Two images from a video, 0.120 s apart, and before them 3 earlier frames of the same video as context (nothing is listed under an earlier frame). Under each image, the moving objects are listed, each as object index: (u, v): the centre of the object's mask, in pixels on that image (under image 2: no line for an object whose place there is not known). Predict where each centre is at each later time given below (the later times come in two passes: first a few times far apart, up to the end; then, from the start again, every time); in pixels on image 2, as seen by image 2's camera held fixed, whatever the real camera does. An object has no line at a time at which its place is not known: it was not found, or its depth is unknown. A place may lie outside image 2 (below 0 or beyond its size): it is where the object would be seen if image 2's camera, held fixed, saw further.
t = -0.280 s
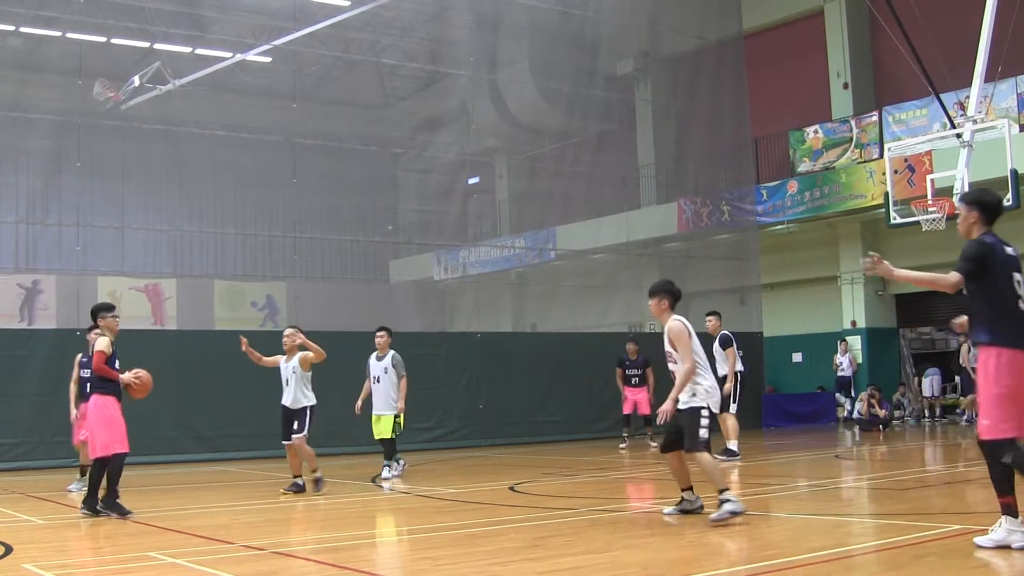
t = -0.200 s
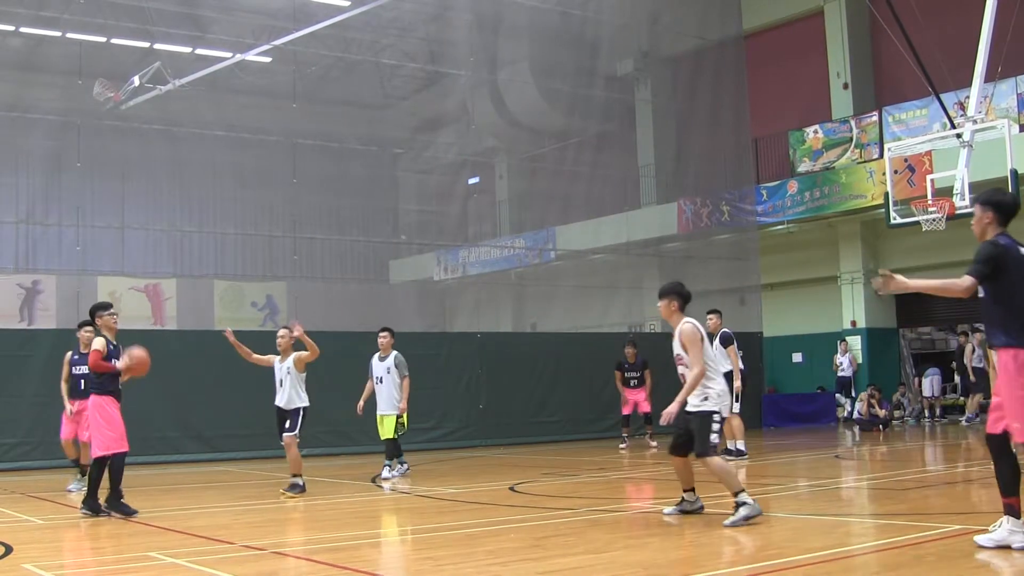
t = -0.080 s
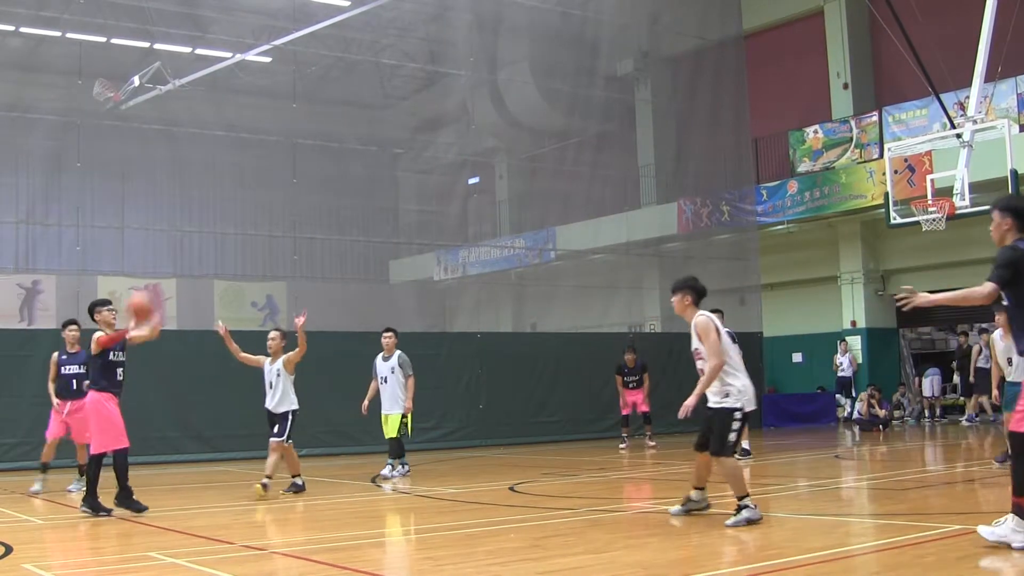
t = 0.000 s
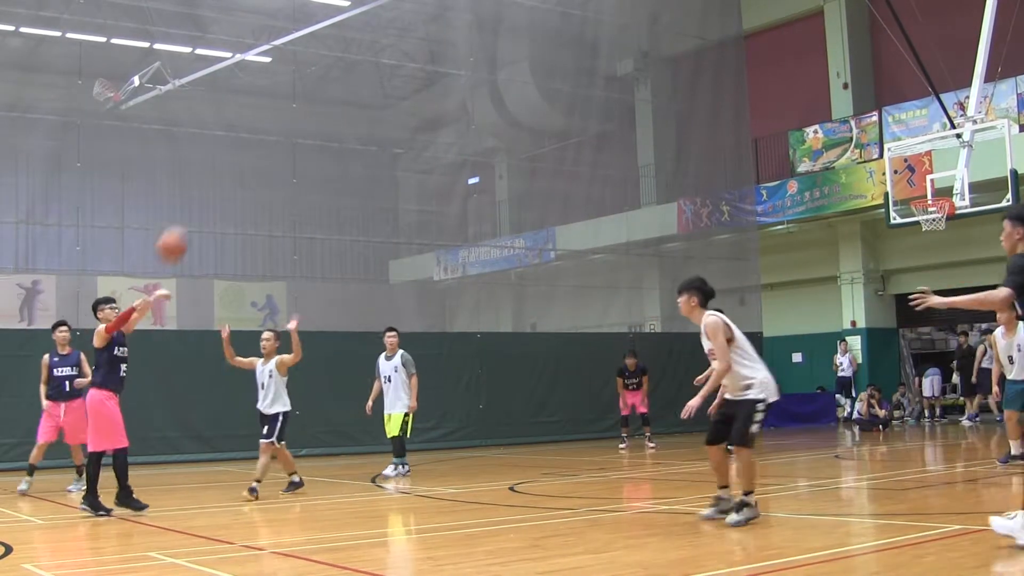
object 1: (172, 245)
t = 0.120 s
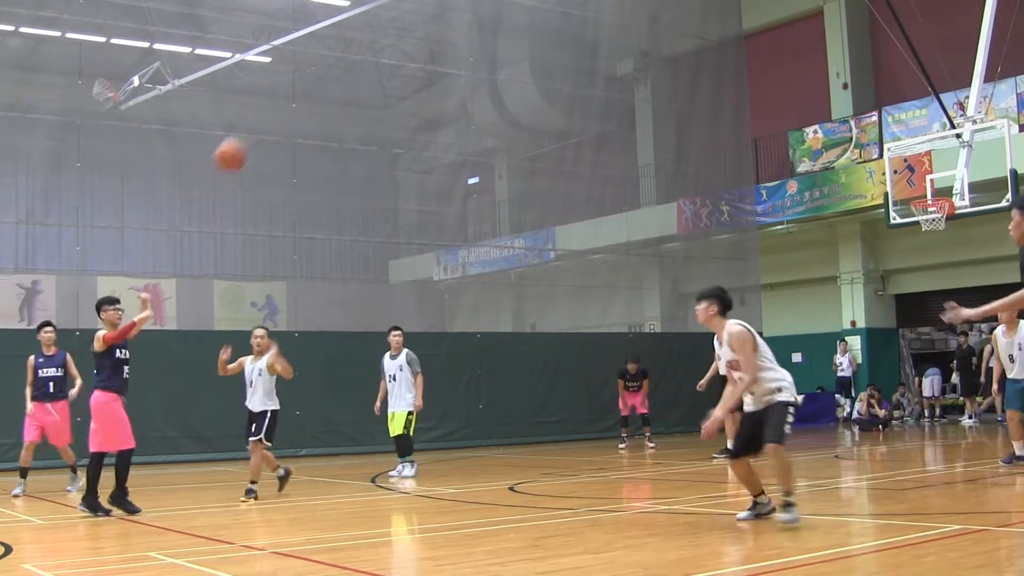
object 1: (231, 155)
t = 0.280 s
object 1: (319, 54)
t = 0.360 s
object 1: (367, 14)
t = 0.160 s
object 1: (252, 128)
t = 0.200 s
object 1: (274, 101)
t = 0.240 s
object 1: (295, 77)
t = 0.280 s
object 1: (319, 54)
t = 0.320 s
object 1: (343, 33)
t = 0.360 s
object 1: (367, 14)
